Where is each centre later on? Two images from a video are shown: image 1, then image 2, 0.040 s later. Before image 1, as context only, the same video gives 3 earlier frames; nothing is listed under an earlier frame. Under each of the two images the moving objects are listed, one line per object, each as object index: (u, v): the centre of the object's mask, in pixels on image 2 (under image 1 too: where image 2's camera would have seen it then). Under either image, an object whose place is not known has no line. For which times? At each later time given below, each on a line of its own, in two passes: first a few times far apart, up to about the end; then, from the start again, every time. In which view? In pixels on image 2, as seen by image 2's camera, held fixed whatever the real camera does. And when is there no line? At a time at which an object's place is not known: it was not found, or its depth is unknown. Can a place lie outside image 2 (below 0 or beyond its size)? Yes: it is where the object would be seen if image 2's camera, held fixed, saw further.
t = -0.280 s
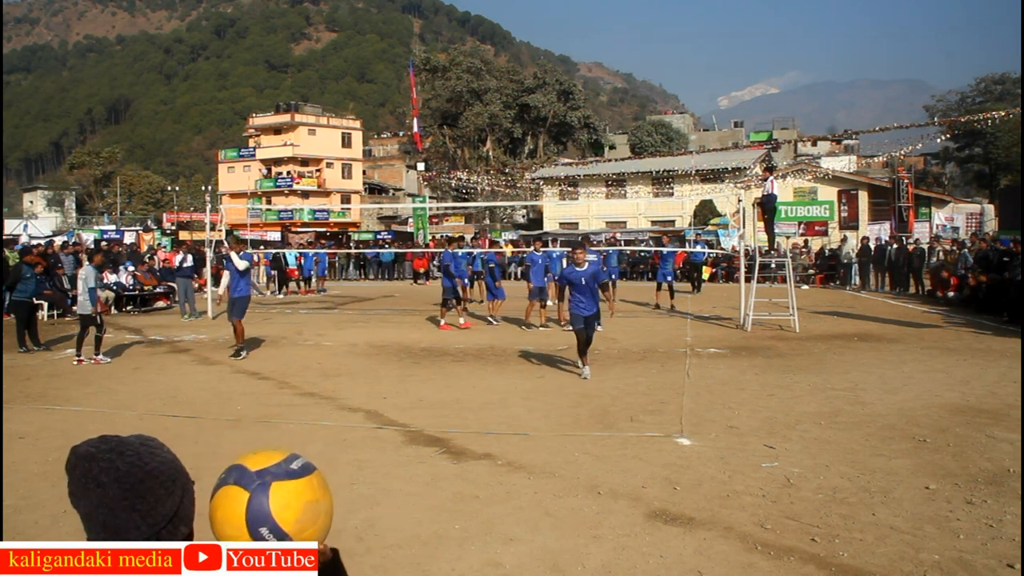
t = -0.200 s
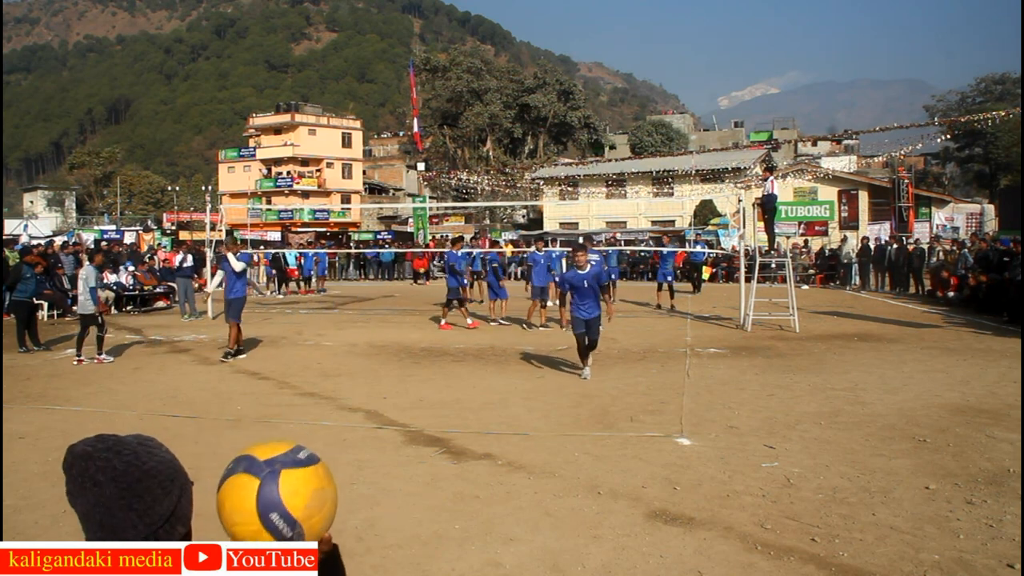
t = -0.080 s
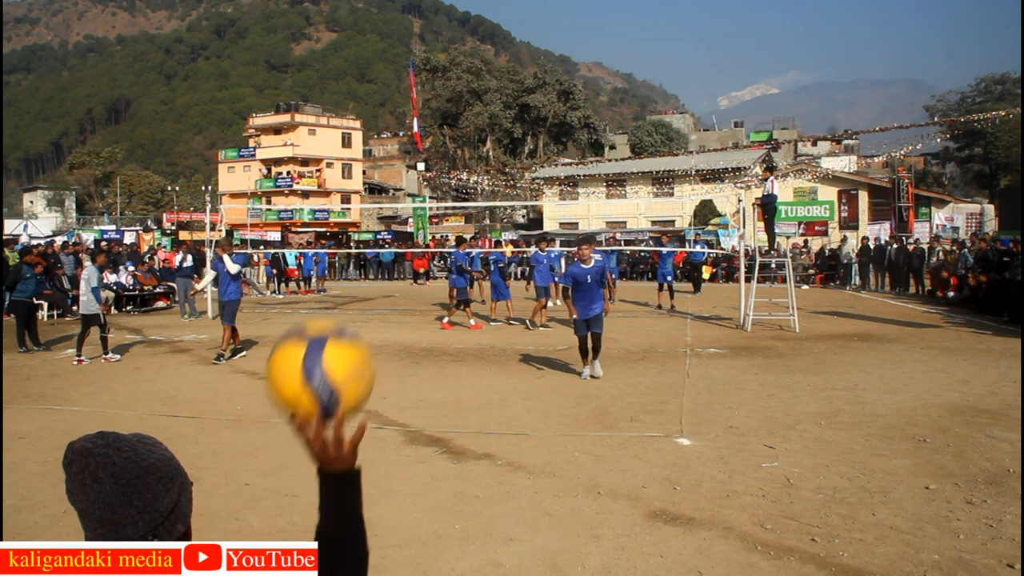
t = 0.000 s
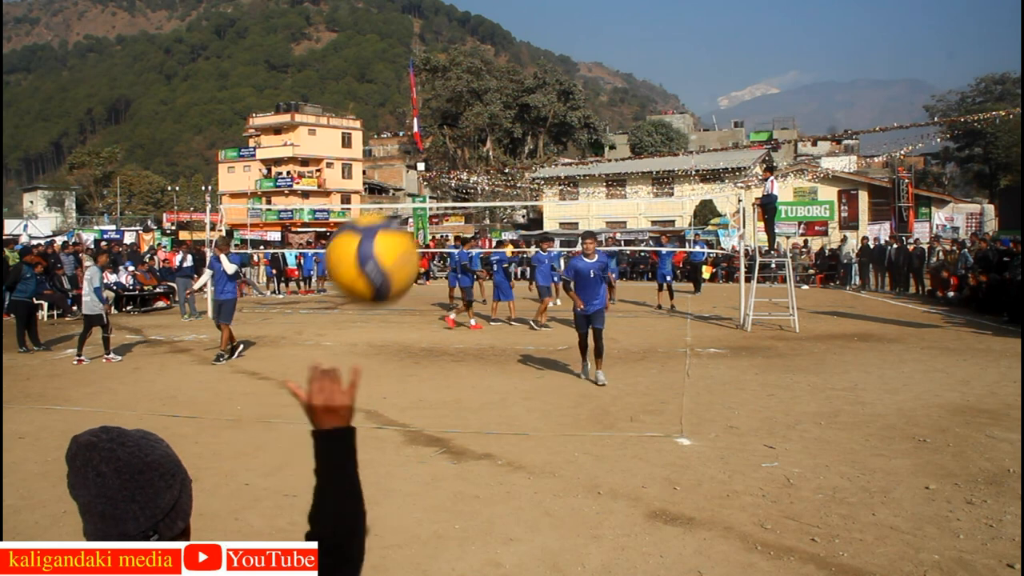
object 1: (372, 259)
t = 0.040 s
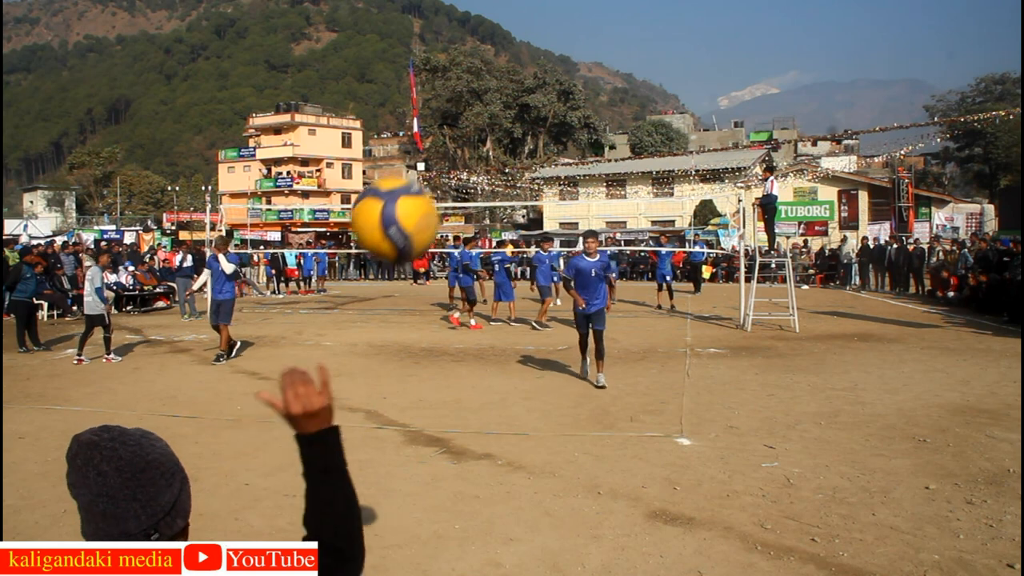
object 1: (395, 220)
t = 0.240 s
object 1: (478, 155)
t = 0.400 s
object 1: (521, 194)
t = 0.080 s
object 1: (415, 191)
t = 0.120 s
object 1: (434, 172)
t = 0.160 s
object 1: (449, 160)
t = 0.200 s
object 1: (464, 155)
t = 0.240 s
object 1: (478, 155)
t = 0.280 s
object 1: (490, 159)
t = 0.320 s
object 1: (501, 168)
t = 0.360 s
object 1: (511, 180)
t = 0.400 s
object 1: (521, 194)
